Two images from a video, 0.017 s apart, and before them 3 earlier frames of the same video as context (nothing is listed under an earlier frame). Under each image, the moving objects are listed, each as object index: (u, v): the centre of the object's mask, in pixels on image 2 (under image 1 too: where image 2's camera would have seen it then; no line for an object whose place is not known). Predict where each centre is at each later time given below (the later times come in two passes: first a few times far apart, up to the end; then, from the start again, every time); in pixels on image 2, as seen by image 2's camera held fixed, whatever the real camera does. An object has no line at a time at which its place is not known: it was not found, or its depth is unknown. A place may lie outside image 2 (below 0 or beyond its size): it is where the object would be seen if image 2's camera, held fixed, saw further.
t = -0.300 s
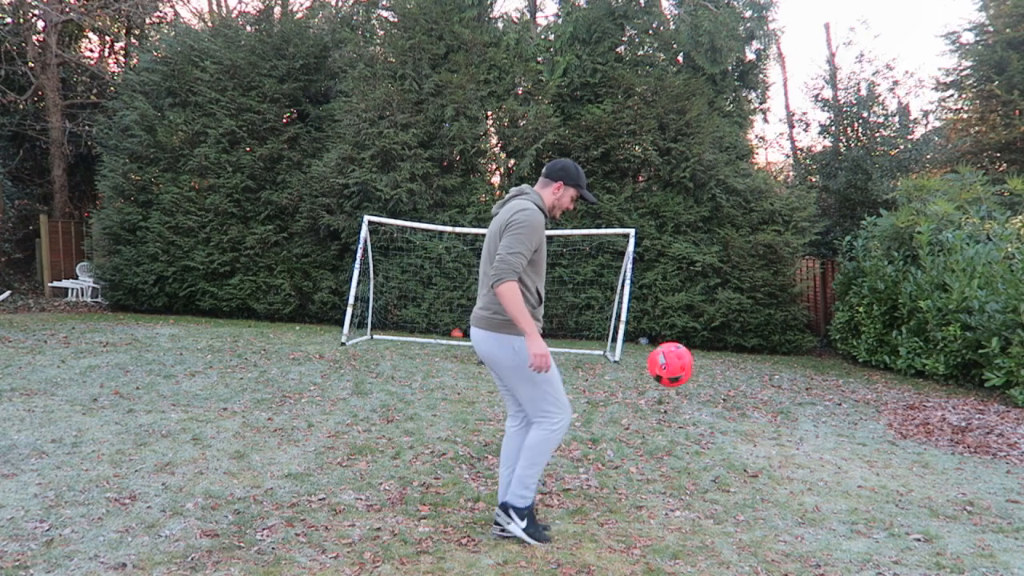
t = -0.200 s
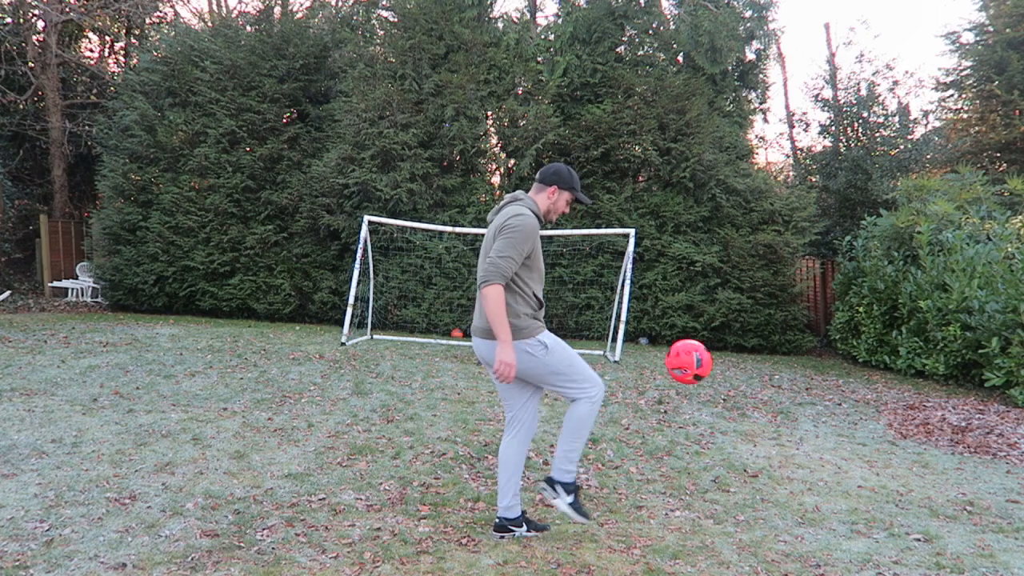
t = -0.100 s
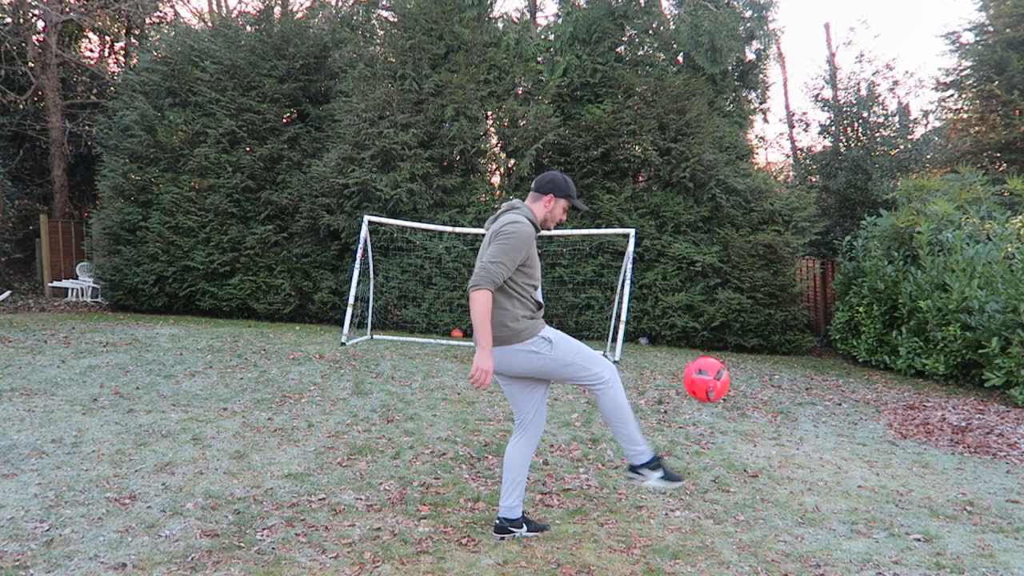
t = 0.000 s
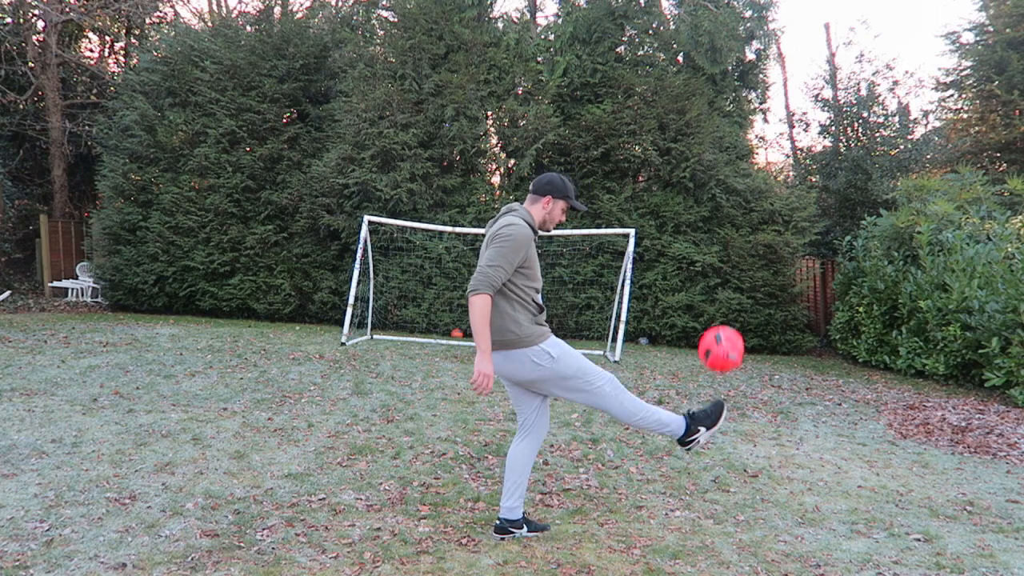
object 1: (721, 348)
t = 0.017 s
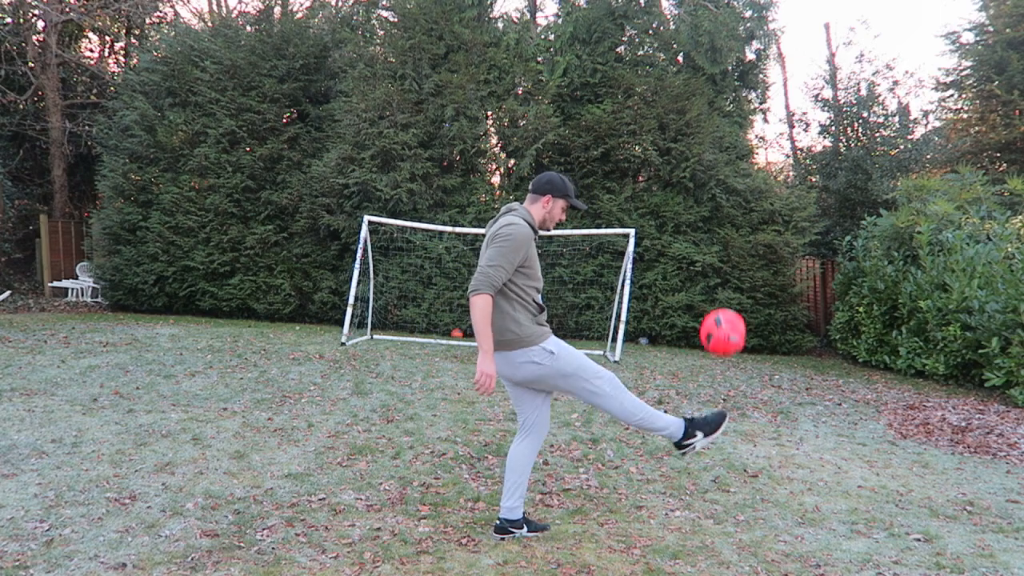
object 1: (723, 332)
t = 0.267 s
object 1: (750, 137)
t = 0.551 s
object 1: (782, 62)
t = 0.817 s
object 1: (814, 146)
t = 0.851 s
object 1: (818, 167)
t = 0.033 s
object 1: (725, 316)
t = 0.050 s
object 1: (727, 300)
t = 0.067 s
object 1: (729, 284)
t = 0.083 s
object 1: (730, 270)
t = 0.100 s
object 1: (732, 255)
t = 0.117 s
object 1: (734, 241)
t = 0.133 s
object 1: (736, 227)
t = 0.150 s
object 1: (738, 214)
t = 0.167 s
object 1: (740, 201)
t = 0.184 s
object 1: (741, 189)
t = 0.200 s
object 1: (743, 178)
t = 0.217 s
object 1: (745, 167)
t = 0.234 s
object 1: (746, 156)
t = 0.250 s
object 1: (748, 146)
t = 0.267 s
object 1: (750, 137)
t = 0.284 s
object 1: (752, 127)
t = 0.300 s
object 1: (754, 119)
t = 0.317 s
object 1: (755, 111)
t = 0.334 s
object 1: (757, 104)
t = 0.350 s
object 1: (759, 98)
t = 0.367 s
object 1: (761, 92)
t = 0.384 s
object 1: (763, 86)
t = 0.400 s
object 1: (765, 81)
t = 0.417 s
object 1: (767, 77)
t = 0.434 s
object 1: (768, 73)
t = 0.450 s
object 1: (770, 70)
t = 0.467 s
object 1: (772, 67)
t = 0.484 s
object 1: (774, 65)
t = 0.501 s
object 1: (776, 63)
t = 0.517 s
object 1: (778, 62)
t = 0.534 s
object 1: (780, 62)
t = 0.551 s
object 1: (782, 62)
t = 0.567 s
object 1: (784, 63)
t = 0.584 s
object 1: (786, 64)
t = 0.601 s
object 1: (788, 66)
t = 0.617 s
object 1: (790, 69)
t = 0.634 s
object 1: (792, 72)
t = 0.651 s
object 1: (794, 75)
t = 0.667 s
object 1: (796, 80)
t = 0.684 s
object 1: (798, 85)
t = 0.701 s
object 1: (801, 90)
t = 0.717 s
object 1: (802, 96)
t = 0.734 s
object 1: (804, 103)
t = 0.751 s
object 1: (806, 110)
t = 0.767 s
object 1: (808, 118)
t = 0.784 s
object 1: (810, 126)
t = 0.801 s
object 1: (812, 136)
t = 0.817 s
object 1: (814, 146)
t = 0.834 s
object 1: (816, 156)
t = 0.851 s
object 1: (818, 167)
